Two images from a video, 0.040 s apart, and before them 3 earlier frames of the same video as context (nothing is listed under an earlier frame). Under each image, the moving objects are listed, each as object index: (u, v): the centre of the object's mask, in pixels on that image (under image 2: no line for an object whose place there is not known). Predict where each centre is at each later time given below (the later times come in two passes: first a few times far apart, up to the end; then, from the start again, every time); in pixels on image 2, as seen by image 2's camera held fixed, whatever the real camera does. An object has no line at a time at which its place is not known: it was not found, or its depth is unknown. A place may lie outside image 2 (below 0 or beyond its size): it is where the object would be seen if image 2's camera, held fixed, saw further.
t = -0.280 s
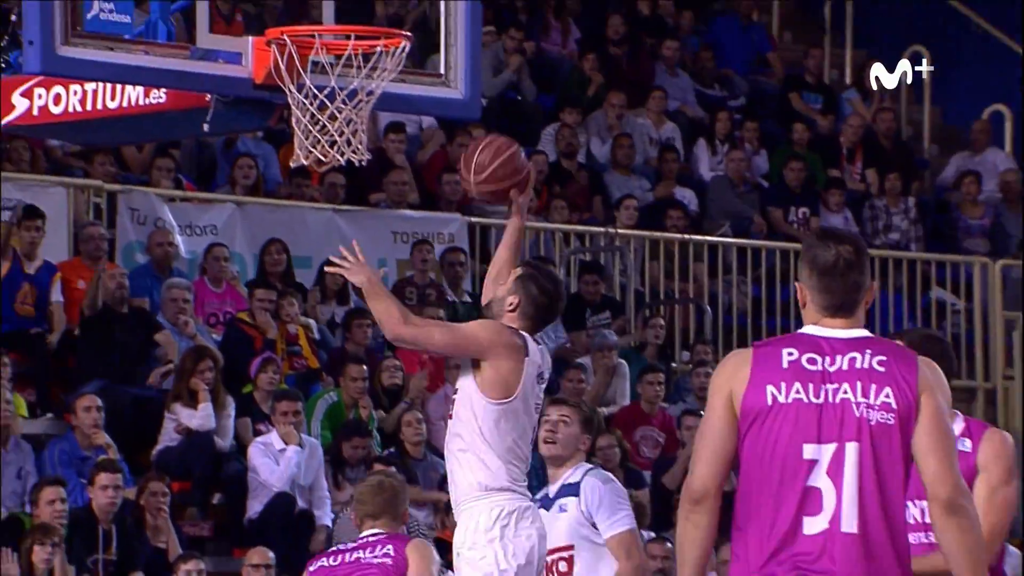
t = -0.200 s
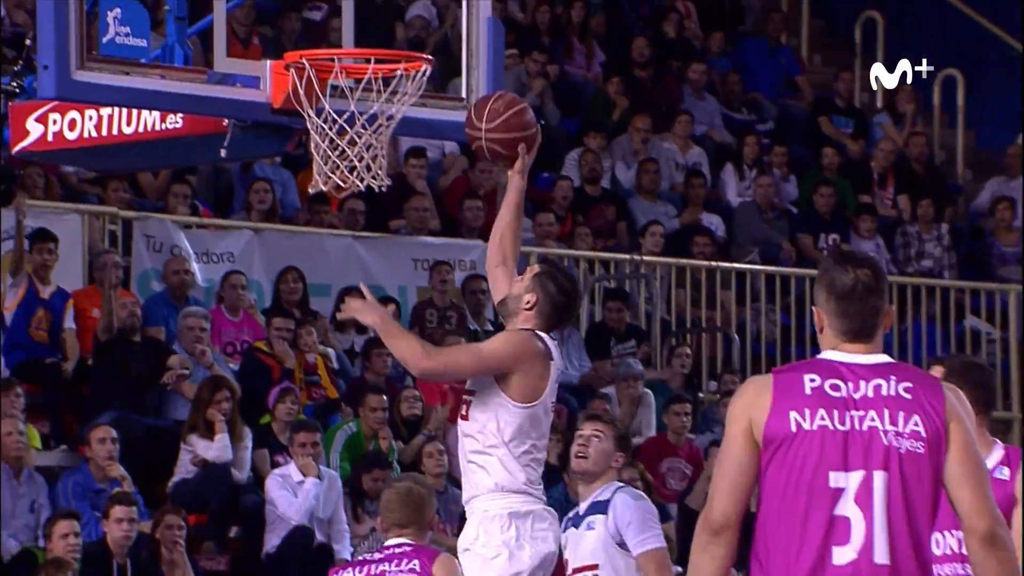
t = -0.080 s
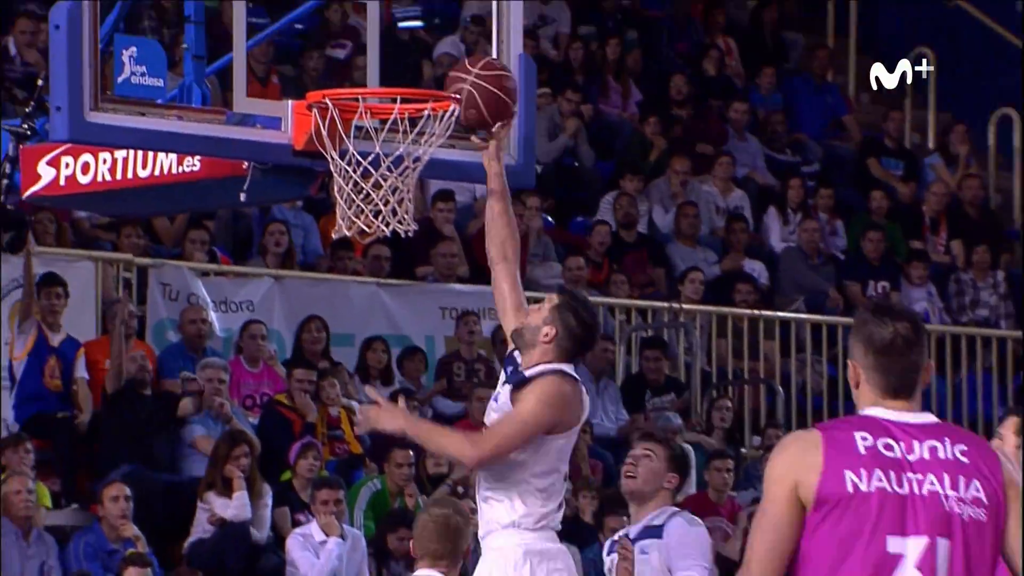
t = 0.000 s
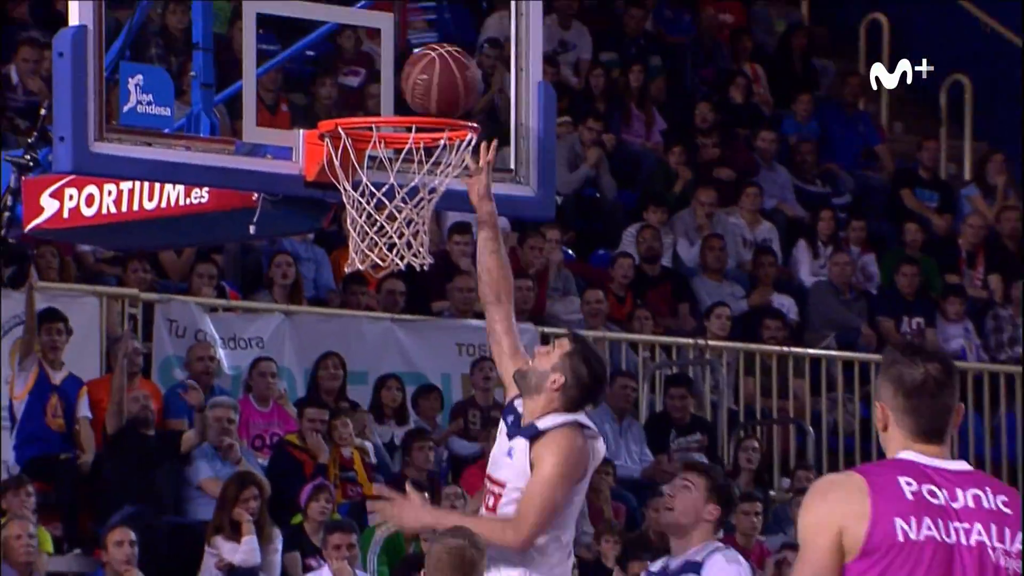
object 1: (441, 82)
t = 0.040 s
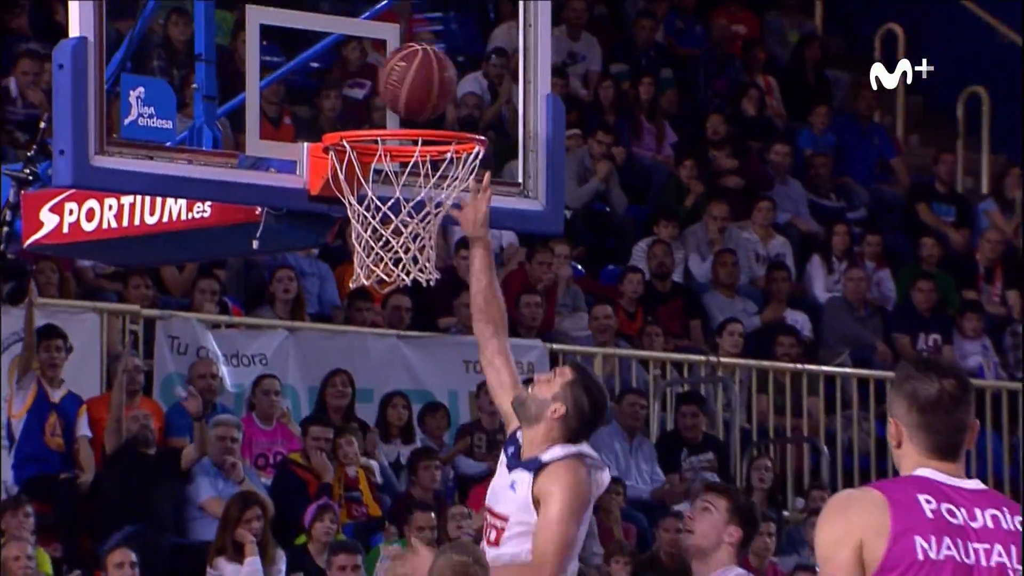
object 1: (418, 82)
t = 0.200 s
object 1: (420, 84)
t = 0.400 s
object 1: (429, 172)
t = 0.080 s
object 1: (414, 77)
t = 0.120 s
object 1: (416, 74)
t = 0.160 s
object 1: (418, 77)
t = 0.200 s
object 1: (420, 84)
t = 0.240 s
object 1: (422, 92)
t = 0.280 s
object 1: (424, 103)
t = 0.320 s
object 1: (425, 121)
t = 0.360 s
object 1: (426, 143)
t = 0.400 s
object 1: (429, 172)
